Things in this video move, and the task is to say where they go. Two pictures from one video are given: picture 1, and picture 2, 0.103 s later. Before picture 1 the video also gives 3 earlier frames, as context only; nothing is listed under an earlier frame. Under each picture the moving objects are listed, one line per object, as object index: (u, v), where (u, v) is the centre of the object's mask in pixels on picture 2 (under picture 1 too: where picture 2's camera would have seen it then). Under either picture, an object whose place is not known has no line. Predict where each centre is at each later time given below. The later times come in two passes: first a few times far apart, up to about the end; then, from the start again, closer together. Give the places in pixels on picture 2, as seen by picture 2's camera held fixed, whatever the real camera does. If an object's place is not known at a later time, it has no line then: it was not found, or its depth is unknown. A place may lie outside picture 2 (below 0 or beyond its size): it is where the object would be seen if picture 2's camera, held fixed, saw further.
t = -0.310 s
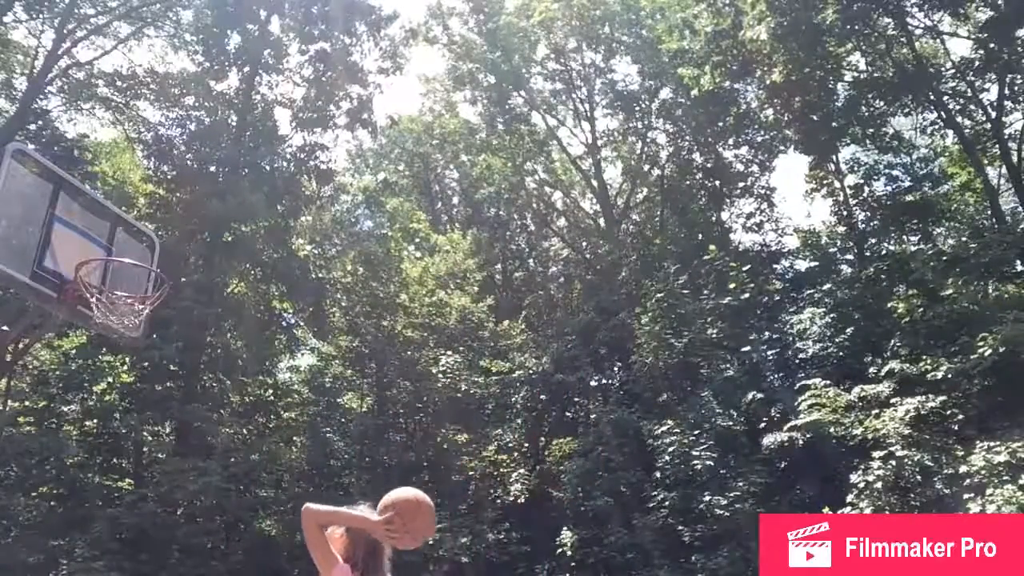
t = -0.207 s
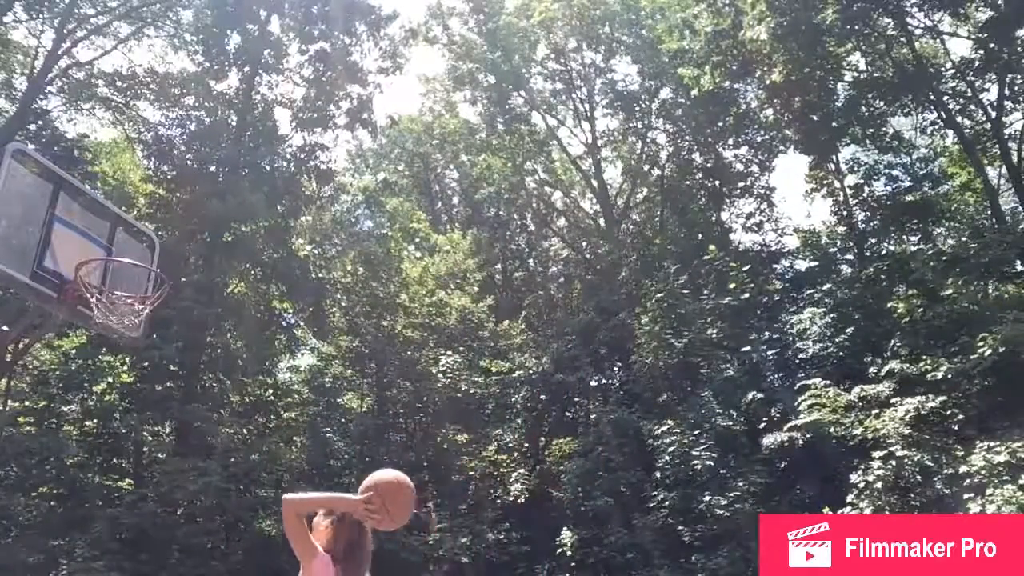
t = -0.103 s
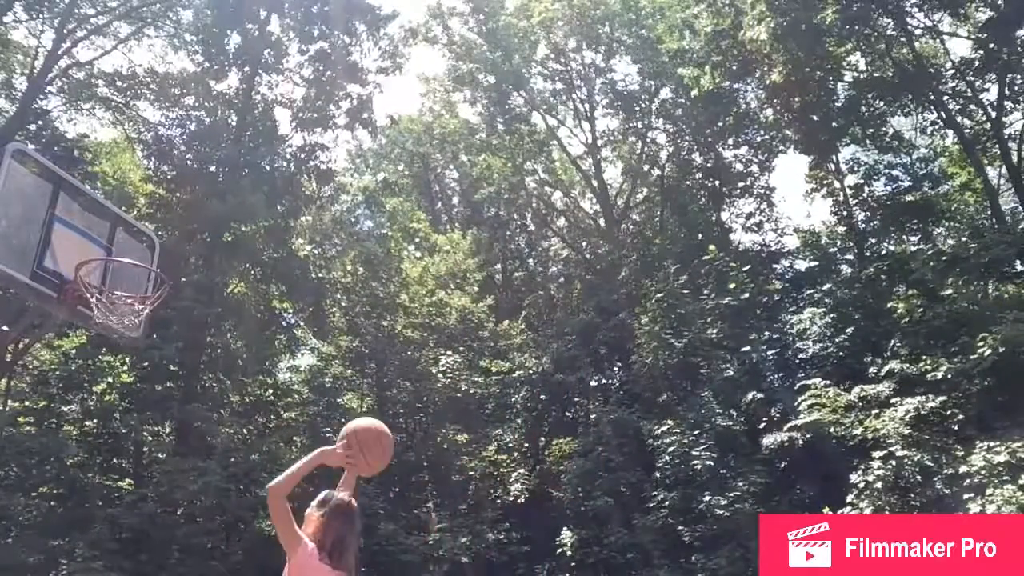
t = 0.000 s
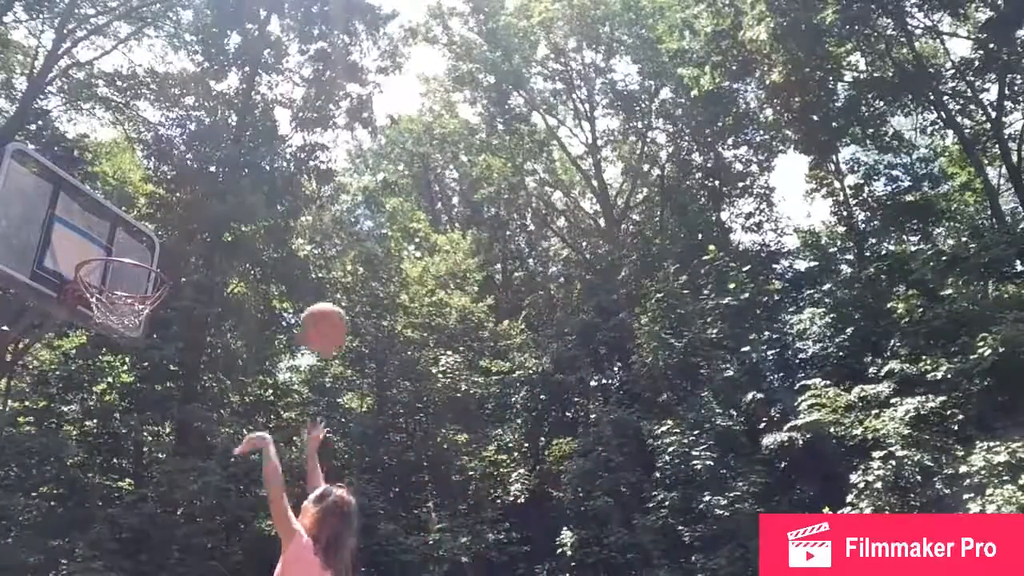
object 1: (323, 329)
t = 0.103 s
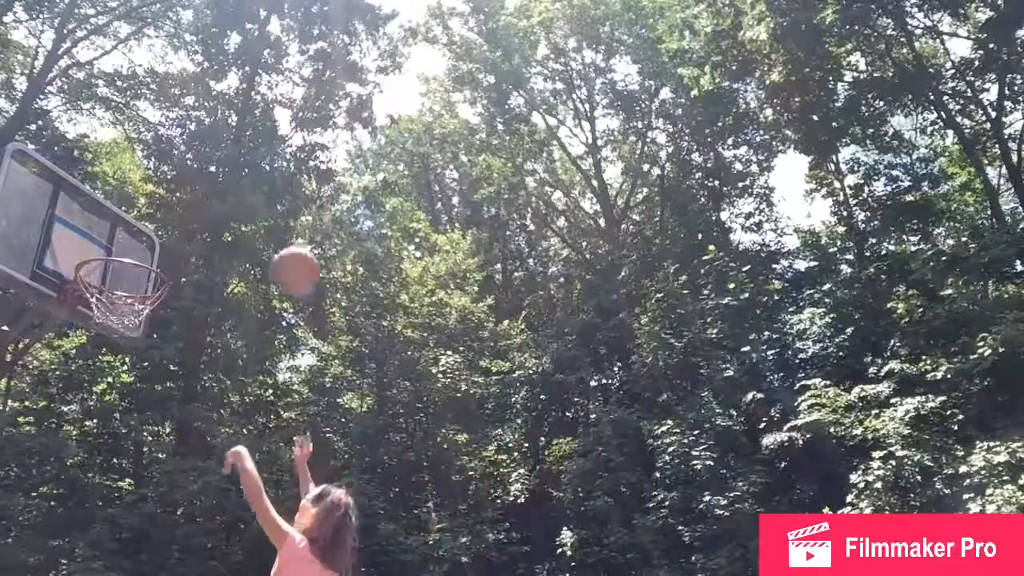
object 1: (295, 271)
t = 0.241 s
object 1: (258, 231)
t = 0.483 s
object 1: (196, 233)
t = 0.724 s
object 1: (140, 279)
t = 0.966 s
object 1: (100, 311)
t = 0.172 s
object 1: (278, 247)
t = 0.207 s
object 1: (267, 237)
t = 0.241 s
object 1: (258, 231)
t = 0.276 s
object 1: (250, 226)
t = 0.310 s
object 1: (242, 224)
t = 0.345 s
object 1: (232, 222)
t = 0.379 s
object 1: (224, 222)
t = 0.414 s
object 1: (214, 224)
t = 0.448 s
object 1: (205, 228)
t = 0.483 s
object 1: (196, 233)
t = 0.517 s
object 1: (186, 239)
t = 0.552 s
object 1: (176, 248)
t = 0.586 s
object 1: (170, 258)
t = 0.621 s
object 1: (161, 265)
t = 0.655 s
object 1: (155, 267)
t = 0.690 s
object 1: (150, 268)
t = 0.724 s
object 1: (140, 279)
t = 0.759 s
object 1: (130, 286)
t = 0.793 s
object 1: (122, 298)
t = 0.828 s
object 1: (115, 307)
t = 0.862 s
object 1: (110, 311)
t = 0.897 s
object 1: (105, 312)
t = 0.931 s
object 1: (101, 311)
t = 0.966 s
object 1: (100, 311)
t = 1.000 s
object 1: (99, 310)
